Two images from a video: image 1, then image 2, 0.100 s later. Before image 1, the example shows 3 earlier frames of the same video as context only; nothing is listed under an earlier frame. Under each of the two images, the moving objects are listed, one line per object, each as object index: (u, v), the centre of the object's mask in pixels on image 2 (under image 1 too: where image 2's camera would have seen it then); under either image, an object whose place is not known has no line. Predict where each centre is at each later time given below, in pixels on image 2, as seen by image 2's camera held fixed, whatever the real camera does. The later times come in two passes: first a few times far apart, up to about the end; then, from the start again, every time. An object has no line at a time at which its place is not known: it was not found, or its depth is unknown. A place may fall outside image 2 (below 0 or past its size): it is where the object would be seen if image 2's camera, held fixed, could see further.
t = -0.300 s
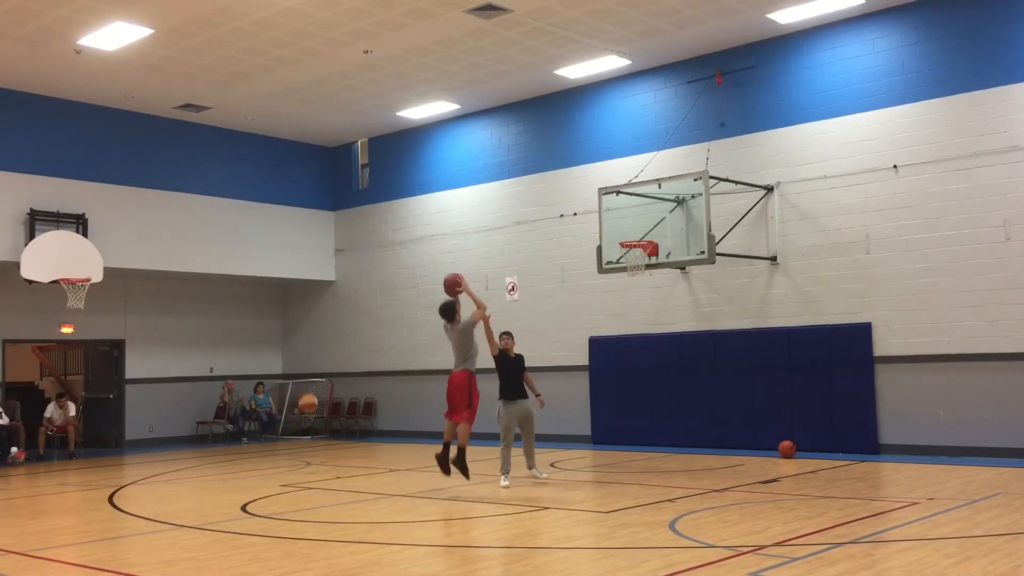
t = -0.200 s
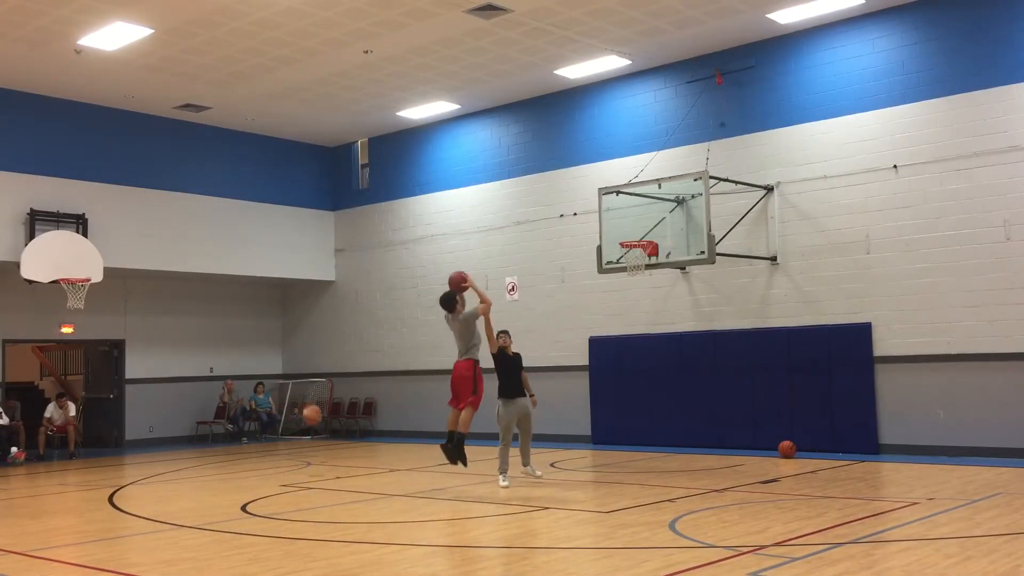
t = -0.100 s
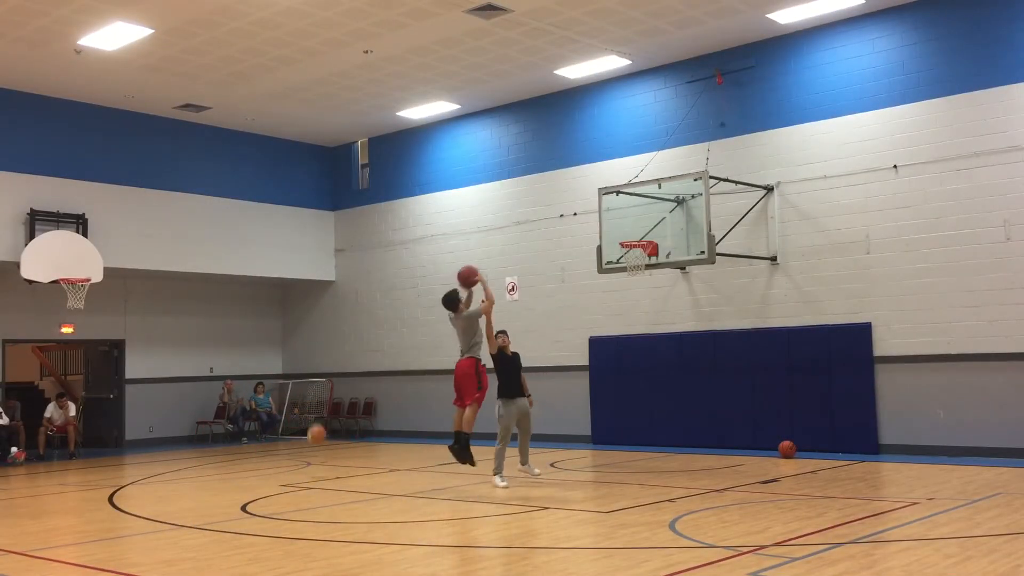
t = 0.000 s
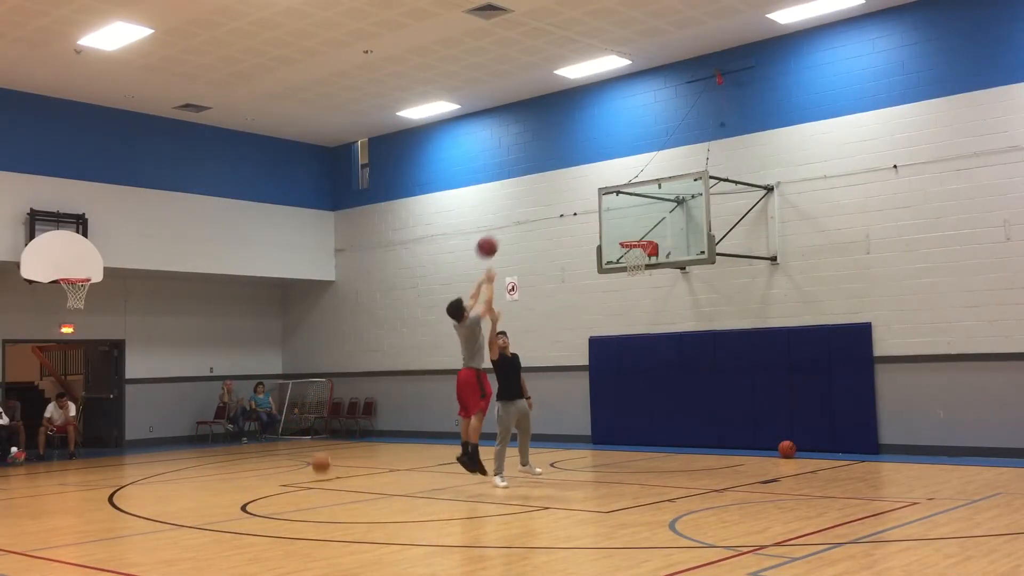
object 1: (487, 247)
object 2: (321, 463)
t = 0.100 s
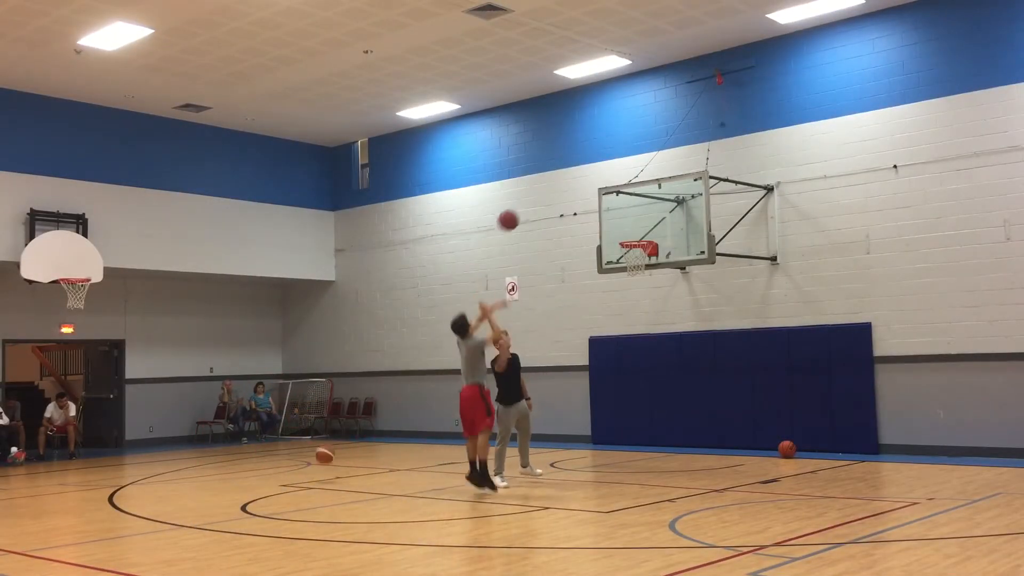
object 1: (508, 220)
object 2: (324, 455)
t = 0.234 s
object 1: (534, 199)
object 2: (330, 431)
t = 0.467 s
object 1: (575, 198)
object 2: (339, 426)
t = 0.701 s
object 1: (611, 235)
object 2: (349, 470)
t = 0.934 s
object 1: (578, 247)
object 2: (360, 454)
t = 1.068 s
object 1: (558, 267)
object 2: (366, 447)
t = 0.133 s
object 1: (515, 213)
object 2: (326, 447)
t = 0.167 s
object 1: (521, 207)
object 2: (327, 441)
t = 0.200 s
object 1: (528, 203)
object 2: (329, 436)
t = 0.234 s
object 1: (534, 199)
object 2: (330, 431)
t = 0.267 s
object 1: (540, 196)
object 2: (331, 428)
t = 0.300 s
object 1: (546, 195)
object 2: (333, 426)
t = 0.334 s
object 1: (552, 194)
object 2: (334, 425)
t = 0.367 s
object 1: (558, 194)
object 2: (335, 424)
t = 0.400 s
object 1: (564, 194)
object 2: (336, 424)
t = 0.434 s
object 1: (569, 196)
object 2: (338, 424)
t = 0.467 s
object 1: (575, 198)
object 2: (339, 426)
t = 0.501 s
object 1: (580, 202)
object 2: (341, 429)
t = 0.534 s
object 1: (586, 205)
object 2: (342, 432)
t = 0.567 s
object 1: (591, 210)
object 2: (344, 437)
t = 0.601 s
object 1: (596, 215)
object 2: (345, 444)
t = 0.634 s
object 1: (601, 221)
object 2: (347, 451)
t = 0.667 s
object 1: (606, 228)
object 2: (348, 460)
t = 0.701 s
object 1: (611, 235)
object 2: (349, 470)
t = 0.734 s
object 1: (610, 238)
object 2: (351, 479)
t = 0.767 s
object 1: (605, 238)
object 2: (353, 484)
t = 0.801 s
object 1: (599, 238)
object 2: (354, 477)
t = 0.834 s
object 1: (594, 239)
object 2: (356, 469)
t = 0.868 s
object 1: (588, 241)
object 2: (358, 464)
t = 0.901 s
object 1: (583, 243)
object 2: (359, 458)
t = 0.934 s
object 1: (578, 247)
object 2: (360, 454)
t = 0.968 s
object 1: (573, 251)
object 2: (361, 451)
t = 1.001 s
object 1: (568, 256)
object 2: (362, 448)
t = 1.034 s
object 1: (563, 261)
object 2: (364, 447)
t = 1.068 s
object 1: (558, 267)
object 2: (366, 447)
